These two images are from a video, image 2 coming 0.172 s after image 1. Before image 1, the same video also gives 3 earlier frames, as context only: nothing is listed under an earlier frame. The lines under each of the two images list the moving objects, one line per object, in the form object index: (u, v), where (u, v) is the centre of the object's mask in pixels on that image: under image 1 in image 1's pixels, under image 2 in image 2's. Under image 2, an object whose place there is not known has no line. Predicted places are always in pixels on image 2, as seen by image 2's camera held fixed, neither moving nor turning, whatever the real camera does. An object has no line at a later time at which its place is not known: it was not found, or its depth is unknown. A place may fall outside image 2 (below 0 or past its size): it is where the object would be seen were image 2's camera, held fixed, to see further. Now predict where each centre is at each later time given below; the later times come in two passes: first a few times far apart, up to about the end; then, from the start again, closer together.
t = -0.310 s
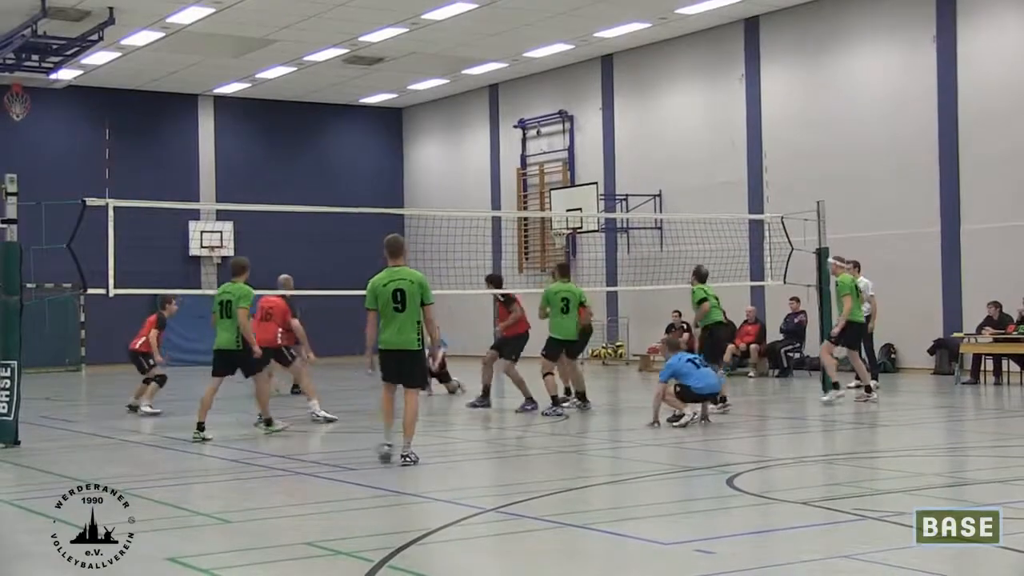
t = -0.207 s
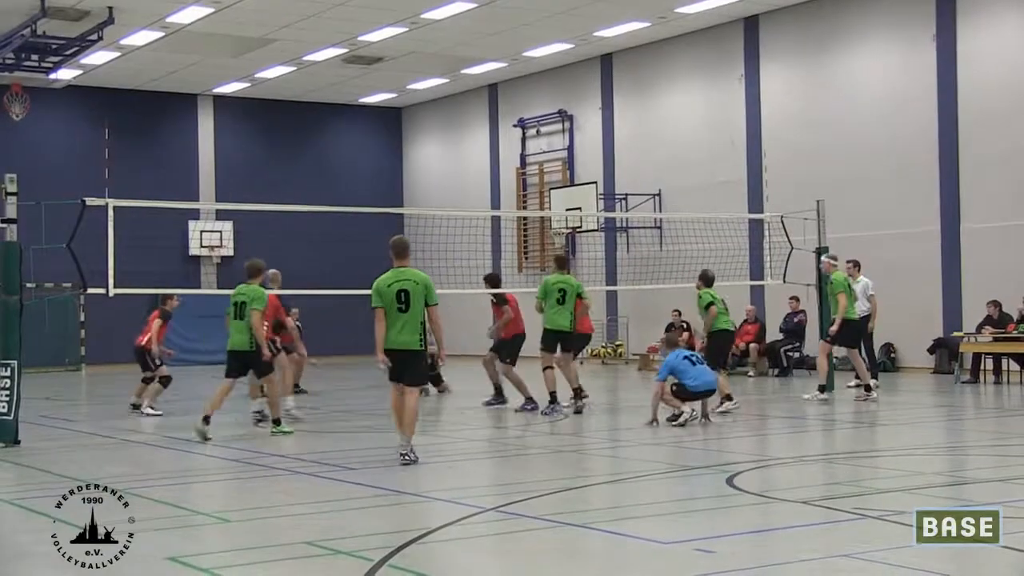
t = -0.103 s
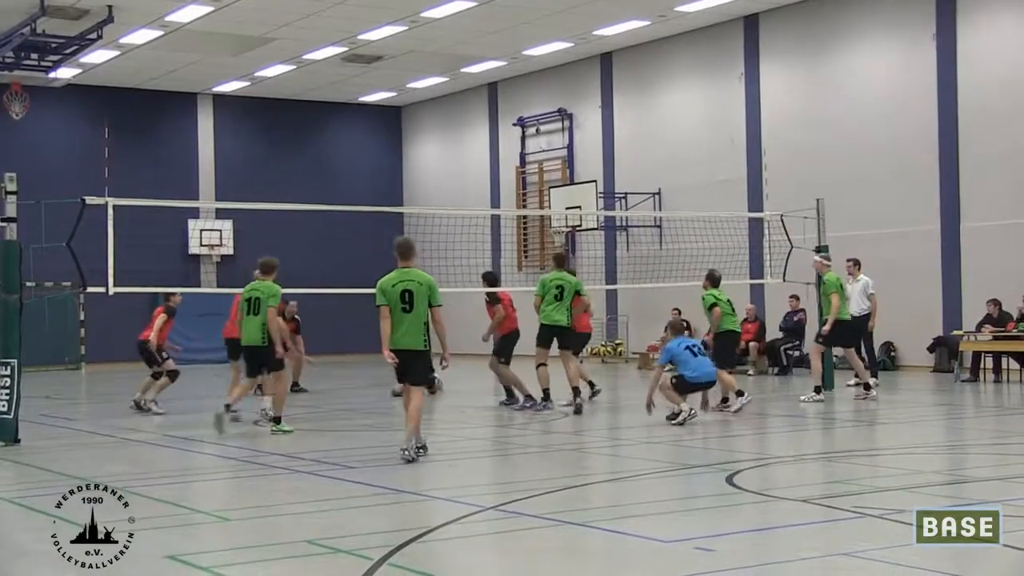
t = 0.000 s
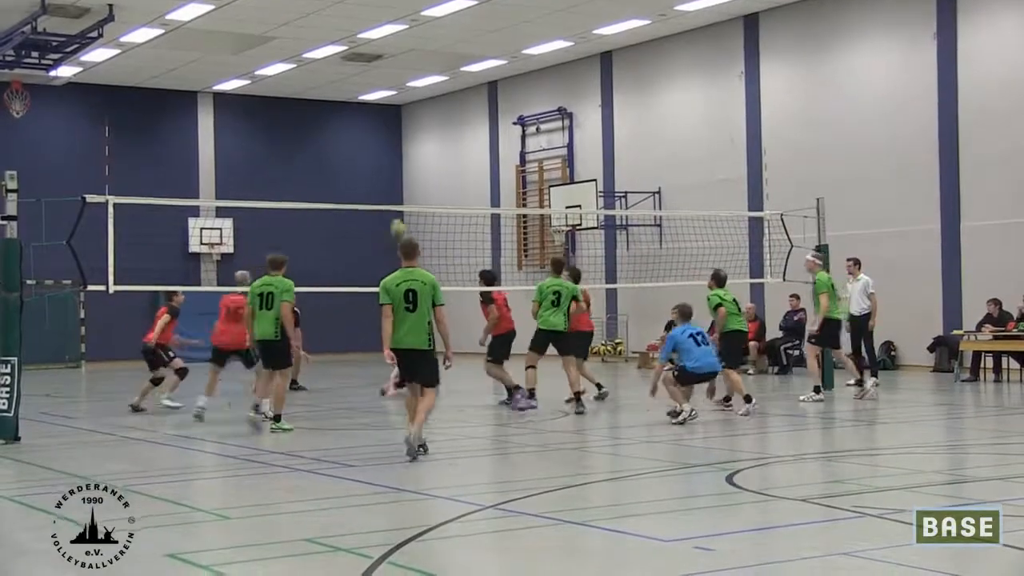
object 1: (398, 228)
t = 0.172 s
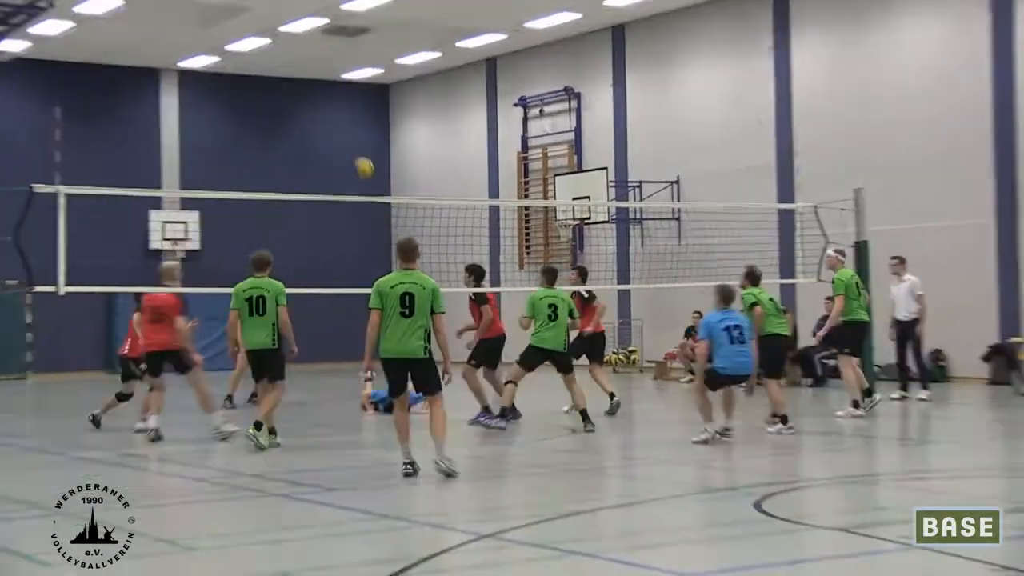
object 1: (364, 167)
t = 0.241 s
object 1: (353, 145)
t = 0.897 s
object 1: (277, 166)
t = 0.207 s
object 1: (359, 155)
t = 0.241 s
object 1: (353, 145)
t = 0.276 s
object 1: (351, 140)
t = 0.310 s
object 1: (345, 133)
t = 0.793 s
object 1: (285, 139)
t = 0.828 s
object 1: (283, 148)
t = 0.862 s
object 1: (281, 153)
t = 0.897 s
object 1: (277, 166)
